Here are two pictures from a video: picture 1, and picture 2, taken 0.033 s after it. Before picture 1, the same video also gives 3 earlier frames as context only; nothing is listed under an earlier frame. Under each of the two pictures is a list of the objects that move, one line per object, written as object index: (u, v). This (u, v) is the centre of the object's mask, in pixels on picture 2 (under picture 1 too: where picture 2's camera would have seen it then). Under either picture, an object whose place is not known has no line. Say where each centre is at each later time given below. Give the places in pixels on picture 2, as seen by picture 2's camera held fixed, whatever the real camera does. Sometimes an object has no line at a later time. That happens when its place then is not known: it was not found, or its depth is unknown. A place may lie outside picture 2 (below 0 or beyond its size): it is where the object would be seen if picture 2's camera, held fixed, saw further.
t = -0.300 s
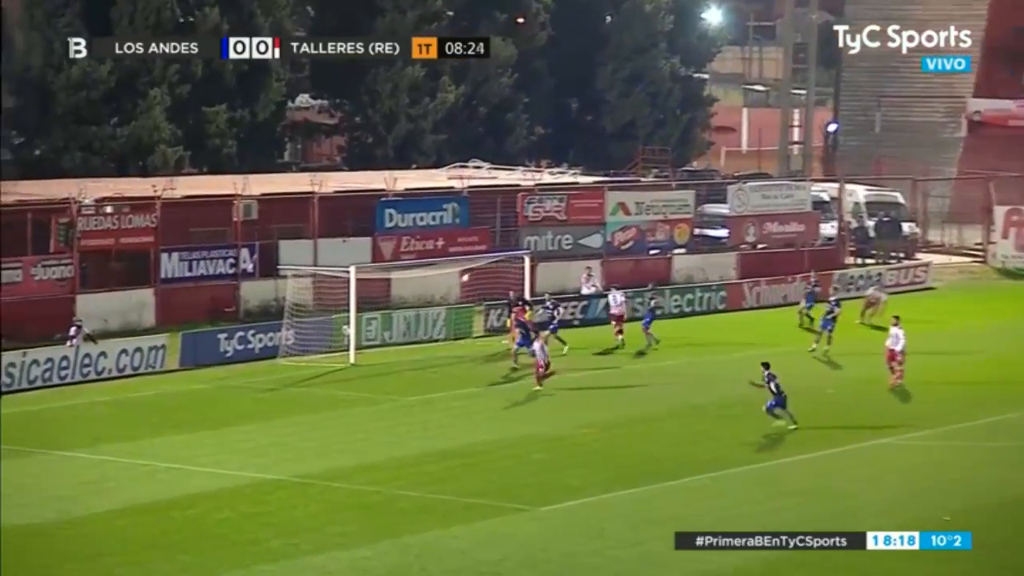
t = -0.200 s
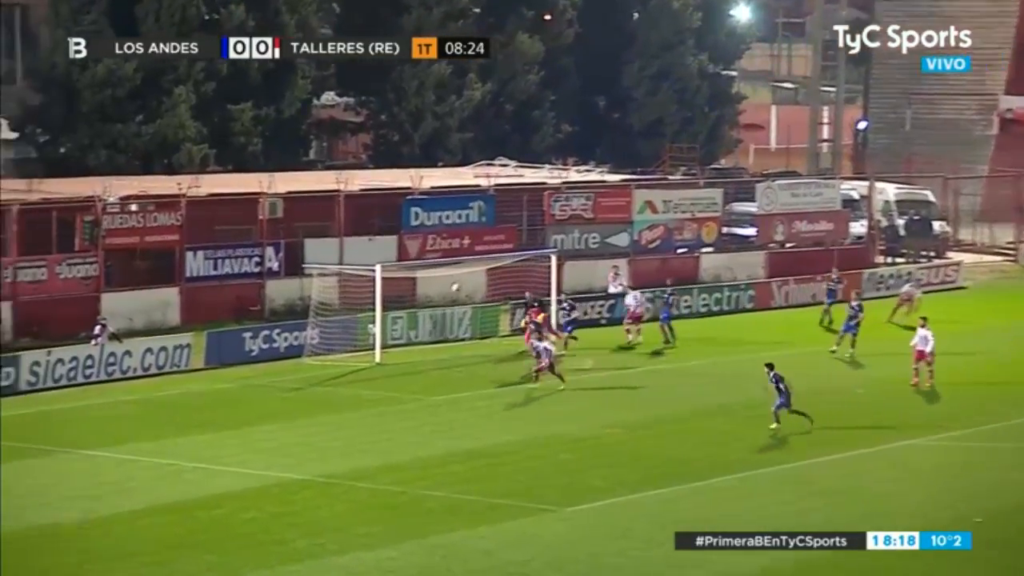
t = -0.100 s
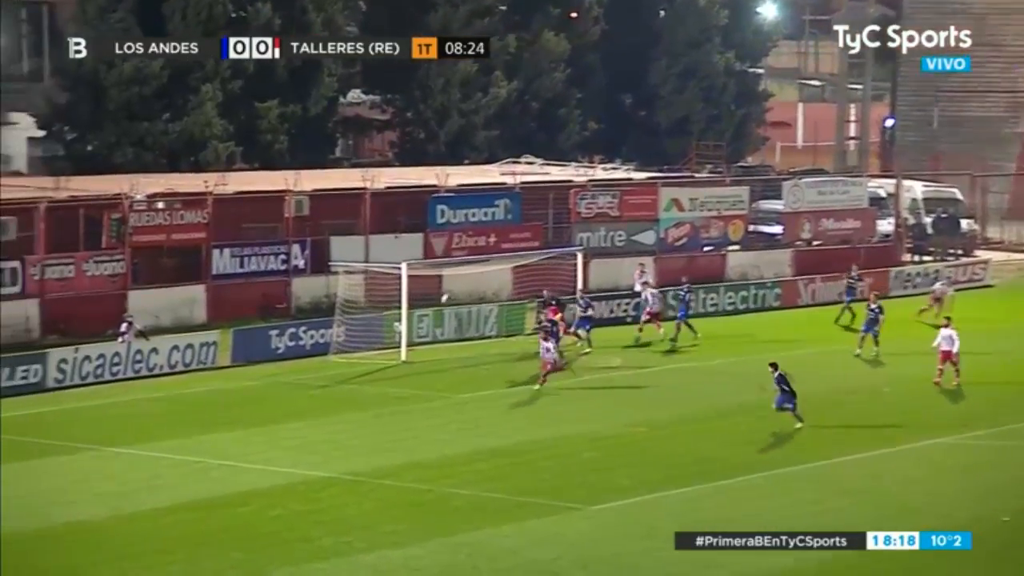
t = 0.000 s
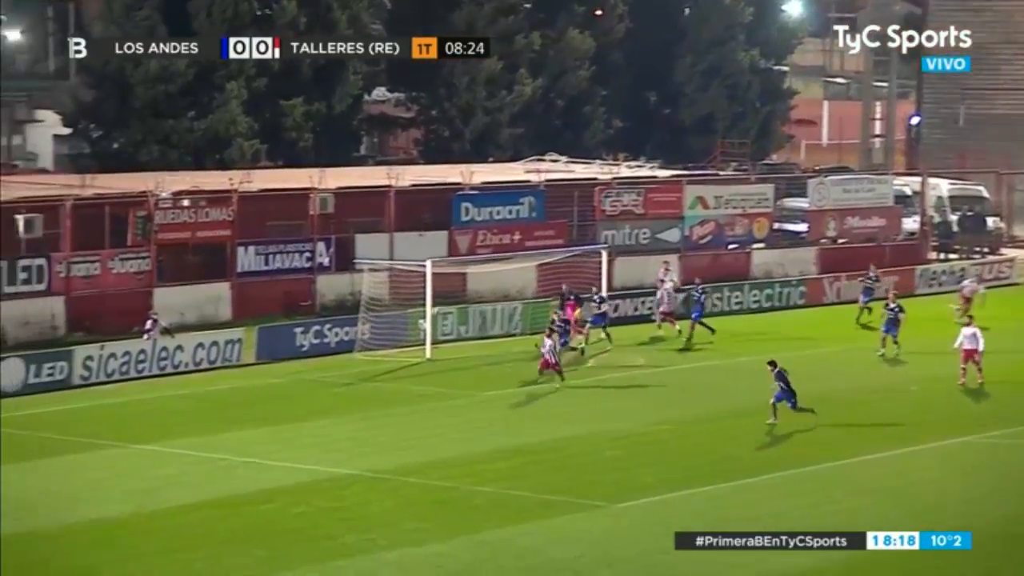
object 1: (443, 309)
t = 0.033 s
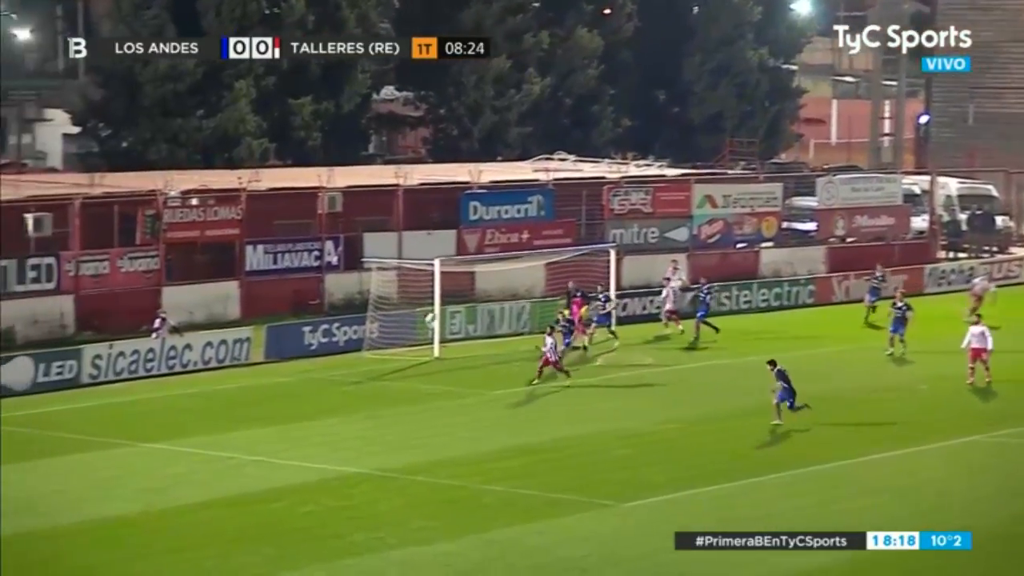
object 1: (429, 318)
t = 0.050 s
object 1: (424, 320)
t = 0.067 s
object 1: (419, 322)
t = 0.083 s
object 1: (411, 327)
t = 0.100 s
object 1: (406, 330)
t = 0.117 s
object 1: (400, 333)
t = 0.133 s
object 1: (393, 338)
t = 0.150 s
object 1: (388, 341)
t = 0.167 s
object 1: (383, 345)
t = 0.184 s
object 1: (378, 348)
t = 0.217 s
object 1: (366, 357)
